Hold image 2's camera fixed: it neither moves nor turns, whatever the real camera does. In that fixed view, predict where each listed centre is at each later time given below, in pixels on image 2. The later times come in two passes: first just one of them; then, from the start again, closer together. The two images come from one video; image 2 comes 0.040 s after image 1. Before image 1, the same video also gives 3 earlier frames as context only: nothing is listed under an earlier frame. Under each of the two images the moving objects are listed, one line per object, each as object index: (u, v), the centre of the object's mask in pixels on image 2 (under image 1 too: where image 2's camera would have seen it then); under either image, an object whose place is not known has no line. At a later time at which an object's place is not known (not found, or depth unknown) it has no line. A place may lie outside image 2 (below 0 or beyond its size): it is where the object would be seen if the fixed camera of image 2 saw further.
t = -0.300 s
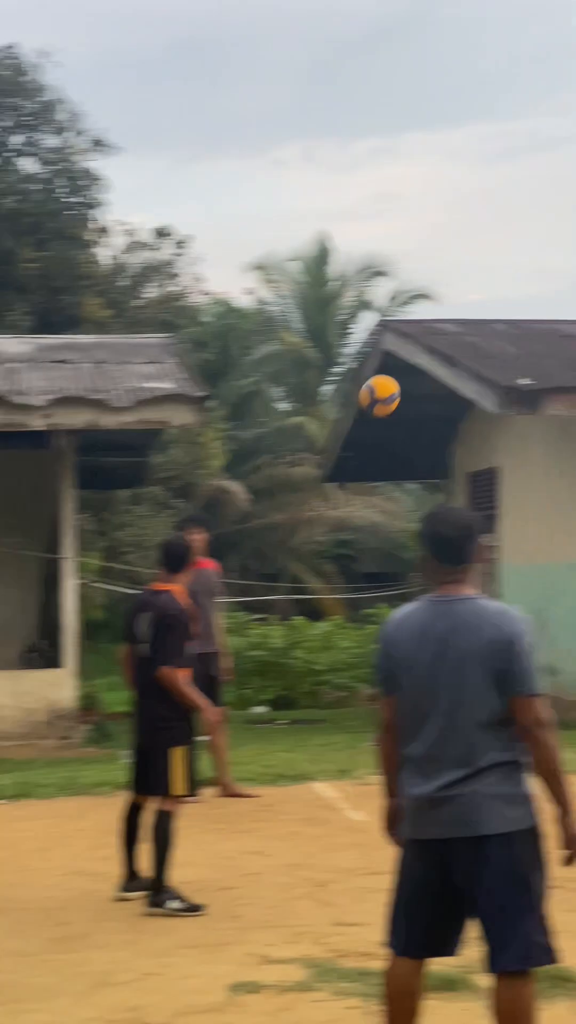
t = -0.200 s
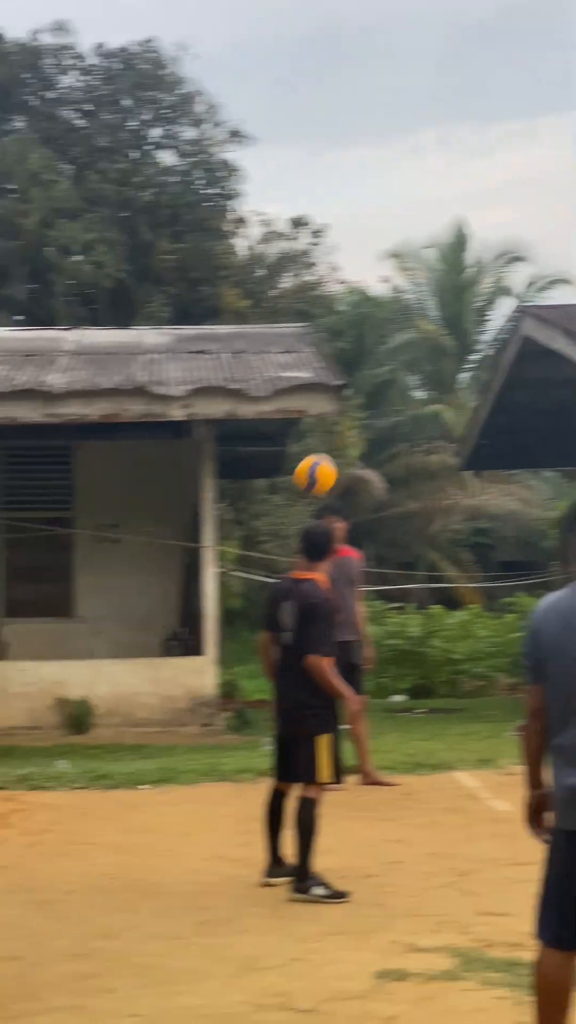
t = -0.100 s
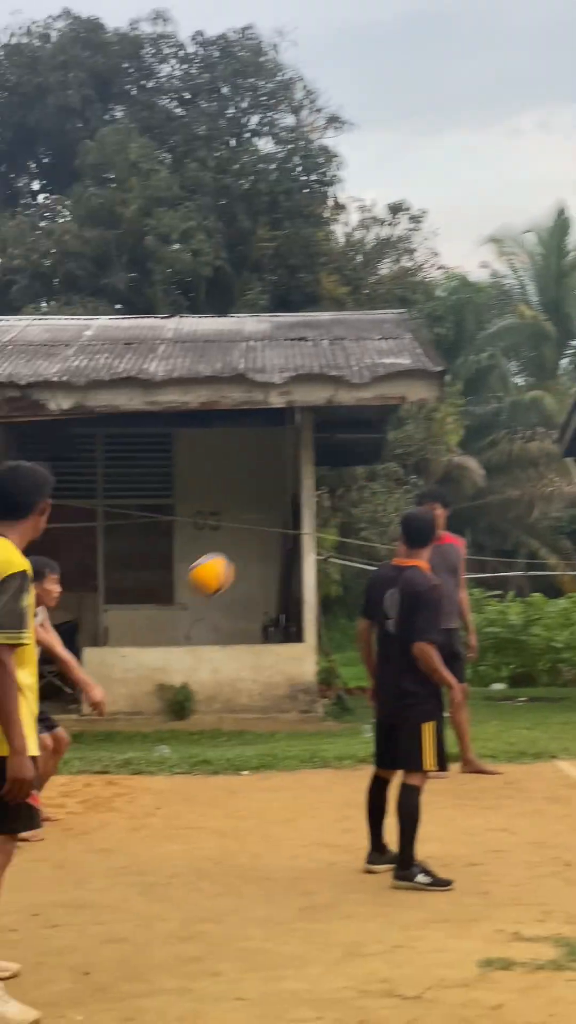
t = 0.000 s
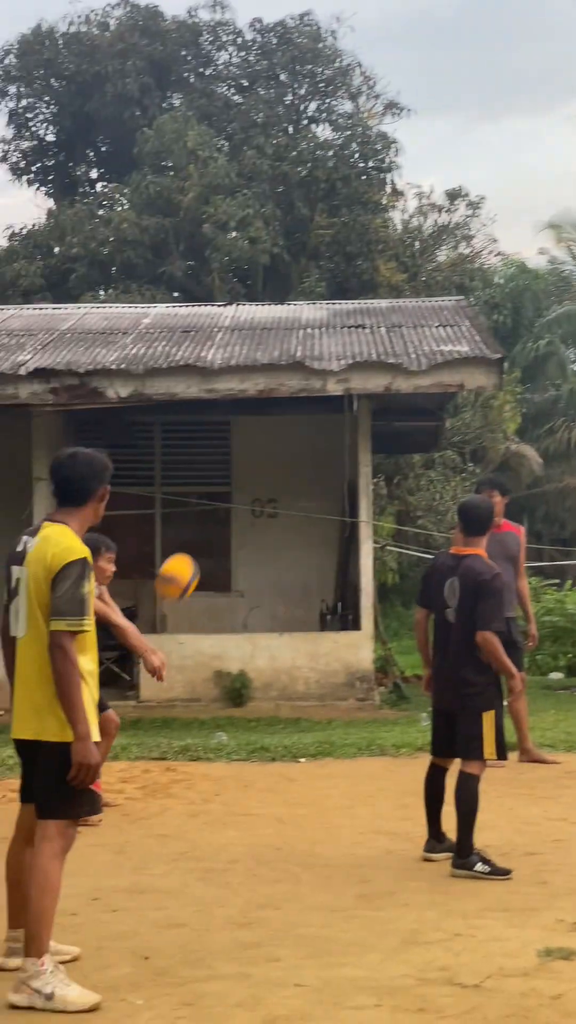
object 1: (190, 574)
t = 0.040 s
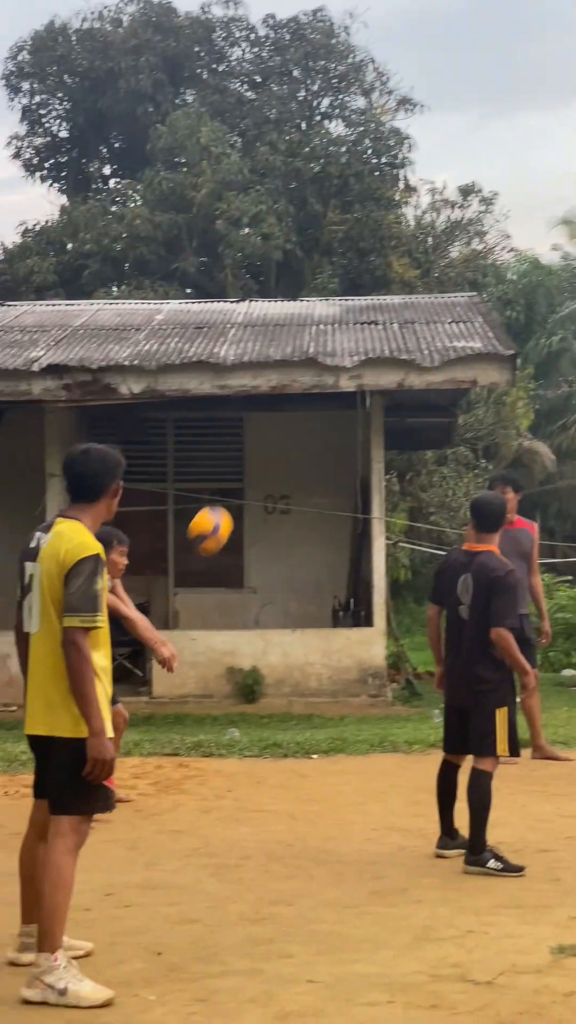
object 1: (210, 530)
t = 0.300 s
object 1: (380, 239)
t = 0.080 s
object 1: (242, 467)
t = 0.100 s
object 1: (253, 447)
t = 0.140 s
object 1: (273, 408)
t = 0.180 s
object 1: (307, 351)
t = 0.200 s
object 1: (316, 335)
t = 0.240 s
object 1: (337, 301)
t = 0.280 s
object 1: (369, 253)
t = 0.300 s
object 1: (380, 239)
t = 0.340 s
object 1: (399, 212)
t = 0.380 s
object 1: (428, 175)
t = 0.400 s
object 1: (438, 163)
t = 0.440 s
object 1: (459, 142)
